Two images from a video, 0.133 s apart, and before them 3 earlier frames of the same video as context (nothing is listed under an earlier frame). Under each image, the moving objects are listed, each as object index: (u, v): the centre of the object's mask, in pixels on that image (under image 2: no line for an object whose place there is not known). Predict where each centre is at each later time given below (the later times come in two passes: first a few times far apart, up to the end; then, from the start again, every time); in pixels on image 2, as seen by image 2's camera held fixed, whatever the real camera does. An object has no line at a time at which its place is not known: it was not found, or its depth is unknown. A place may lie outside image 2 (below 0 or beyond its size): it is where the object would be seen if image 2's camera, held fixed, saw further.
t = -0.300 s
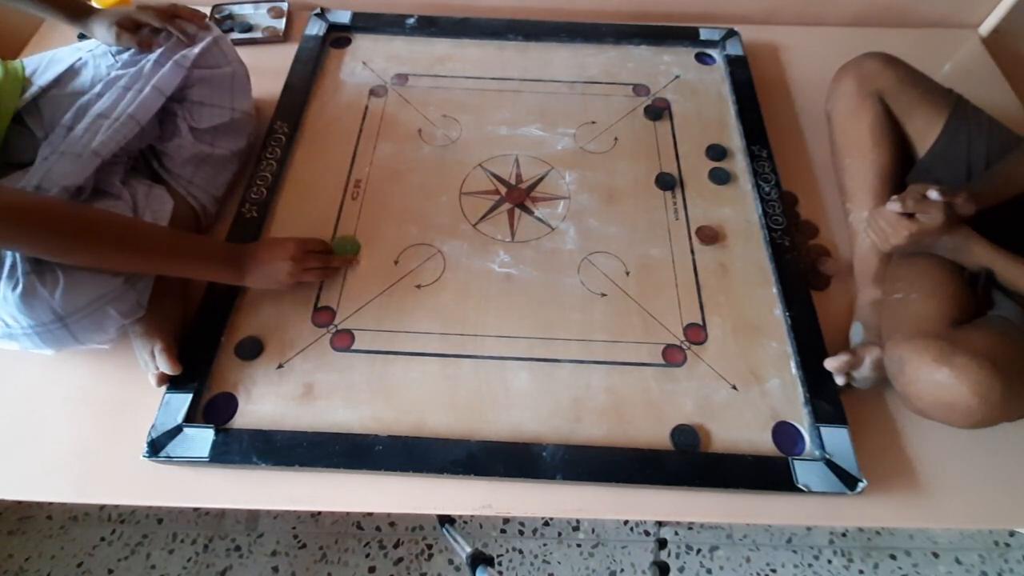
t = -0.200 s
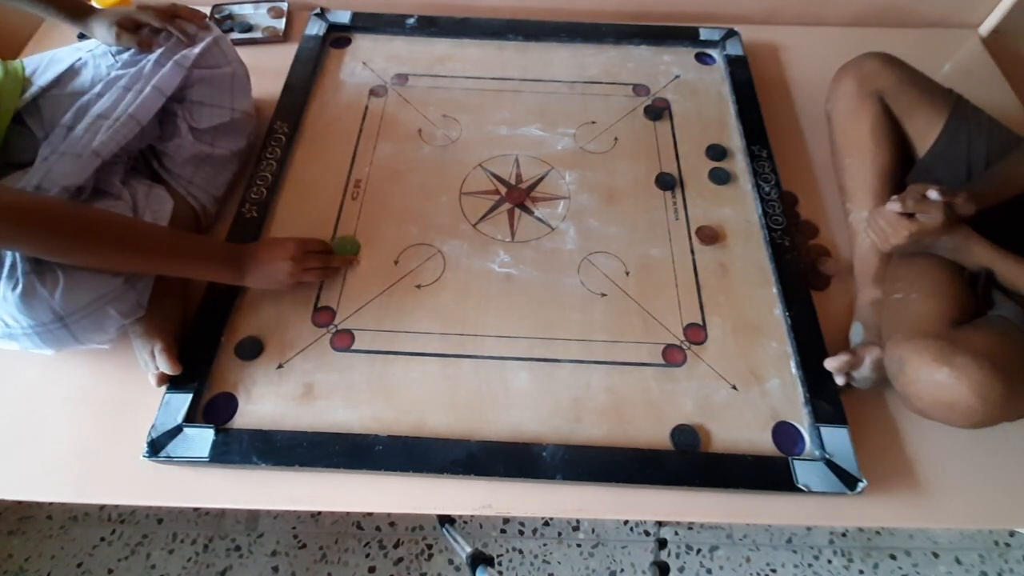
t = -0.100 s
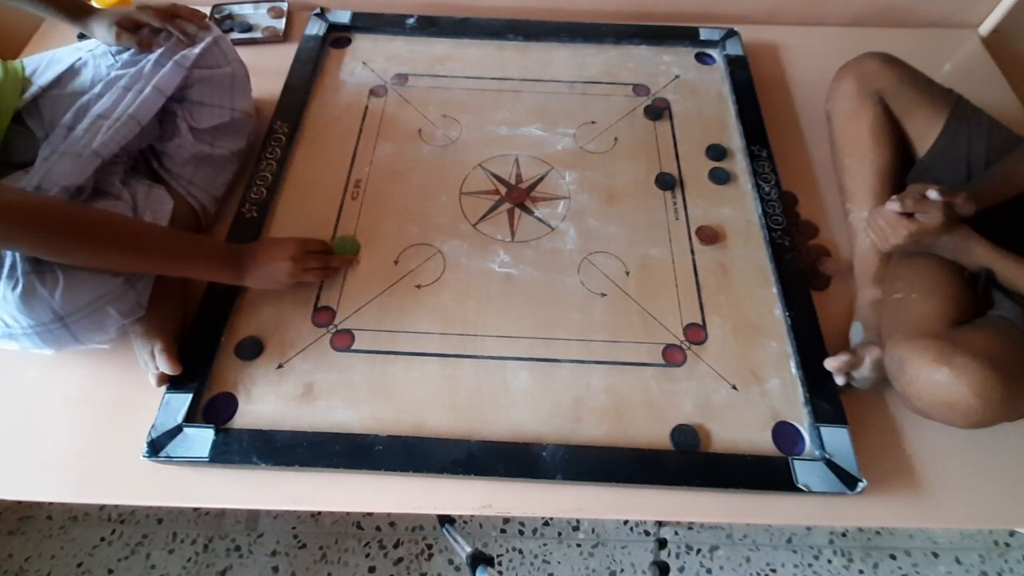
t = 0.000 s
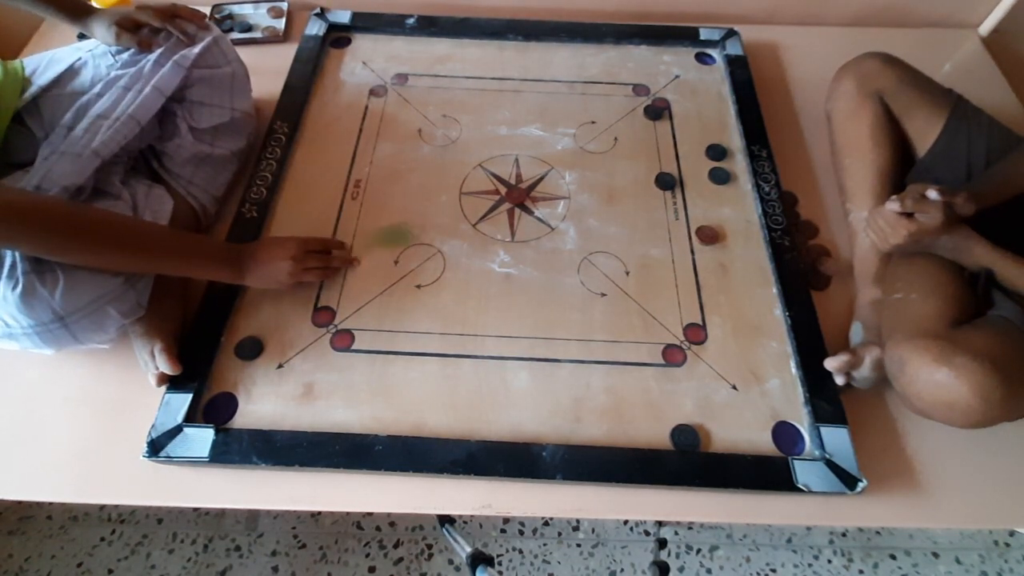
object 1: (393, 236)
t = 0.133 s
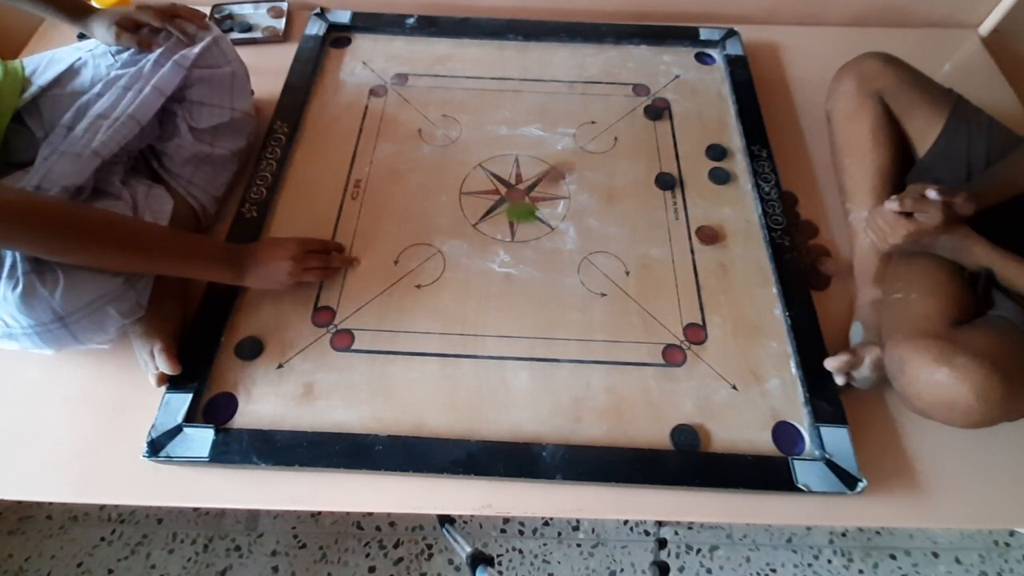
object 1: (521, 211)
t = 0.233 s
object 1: (567, 218)
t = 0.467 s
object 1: (647, 234)
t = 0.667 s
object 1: (683, 244)
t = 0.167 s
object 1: (536, 214)
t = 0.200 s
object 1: (550, 216)
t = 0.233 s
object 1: (567, 218)
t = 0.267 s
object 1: (579, 221)
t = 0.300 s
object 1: (592, 223)
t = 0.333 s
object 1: (605, 225)
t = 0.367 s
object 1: (617, 228)
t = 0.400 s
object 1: (629, 230)
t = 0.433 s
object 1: (638, 232)
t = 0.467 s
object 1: (647, 234)
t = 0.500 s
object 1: (655, 236)
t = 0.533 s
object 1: (663, 238)
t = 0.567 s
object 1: (668, 240)
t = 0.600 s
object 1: (675, 241)
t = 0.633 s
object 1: (680, 243)
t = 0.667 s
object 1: (683, 244)
